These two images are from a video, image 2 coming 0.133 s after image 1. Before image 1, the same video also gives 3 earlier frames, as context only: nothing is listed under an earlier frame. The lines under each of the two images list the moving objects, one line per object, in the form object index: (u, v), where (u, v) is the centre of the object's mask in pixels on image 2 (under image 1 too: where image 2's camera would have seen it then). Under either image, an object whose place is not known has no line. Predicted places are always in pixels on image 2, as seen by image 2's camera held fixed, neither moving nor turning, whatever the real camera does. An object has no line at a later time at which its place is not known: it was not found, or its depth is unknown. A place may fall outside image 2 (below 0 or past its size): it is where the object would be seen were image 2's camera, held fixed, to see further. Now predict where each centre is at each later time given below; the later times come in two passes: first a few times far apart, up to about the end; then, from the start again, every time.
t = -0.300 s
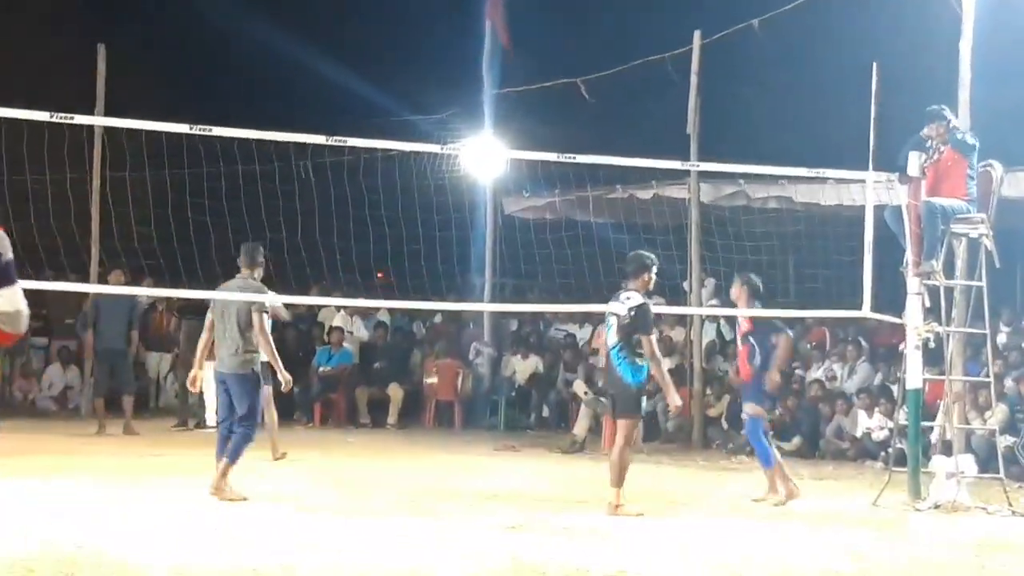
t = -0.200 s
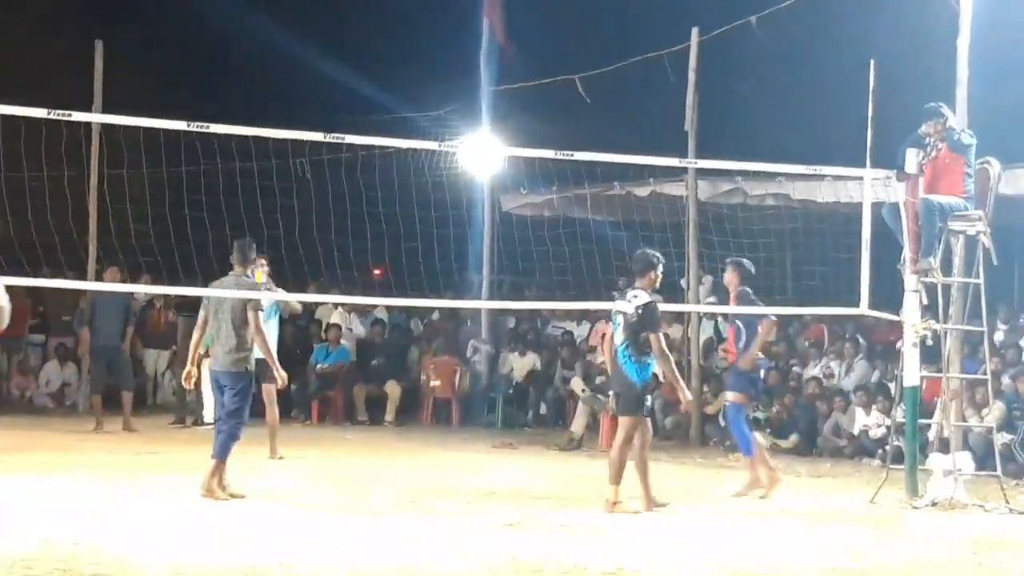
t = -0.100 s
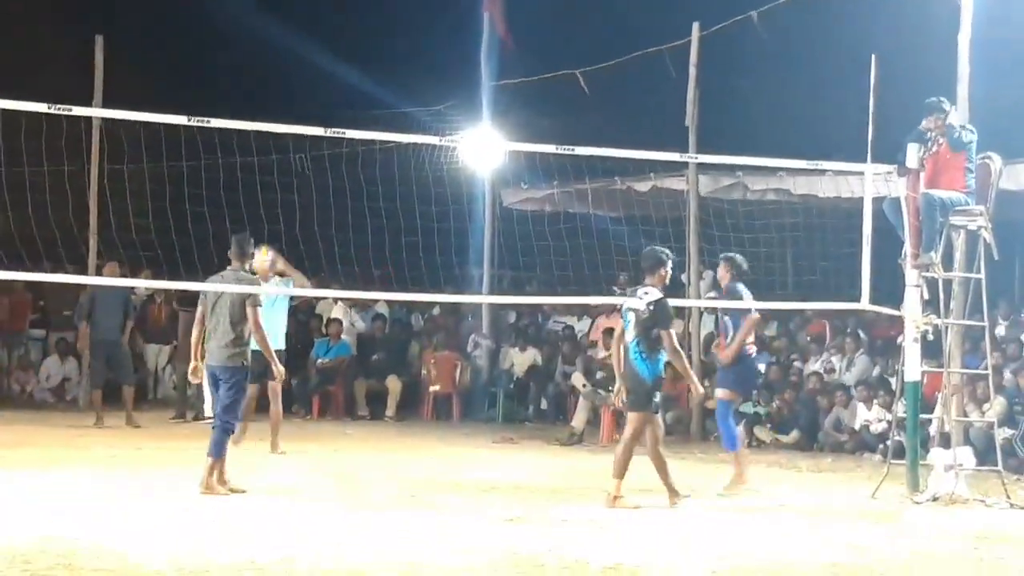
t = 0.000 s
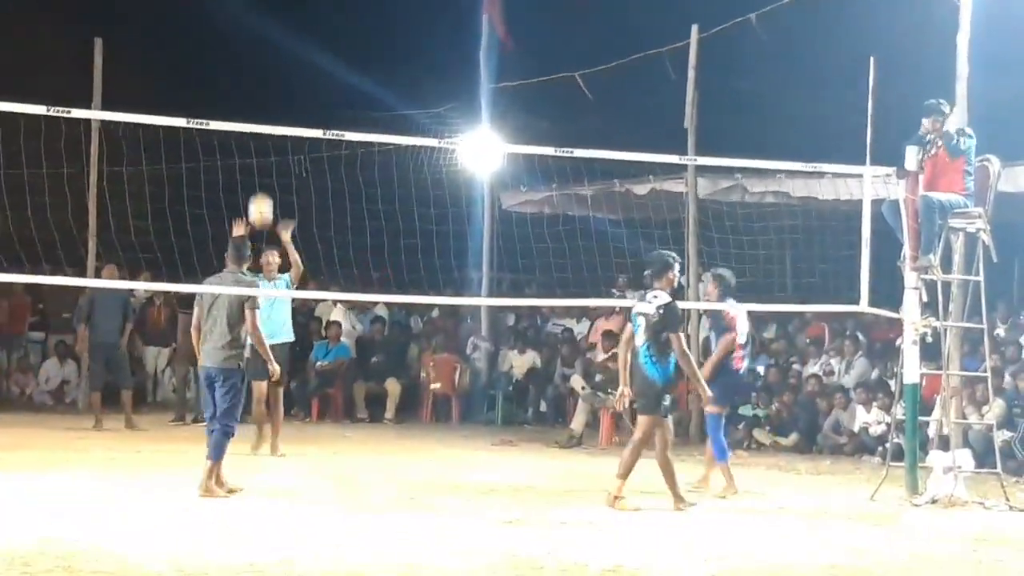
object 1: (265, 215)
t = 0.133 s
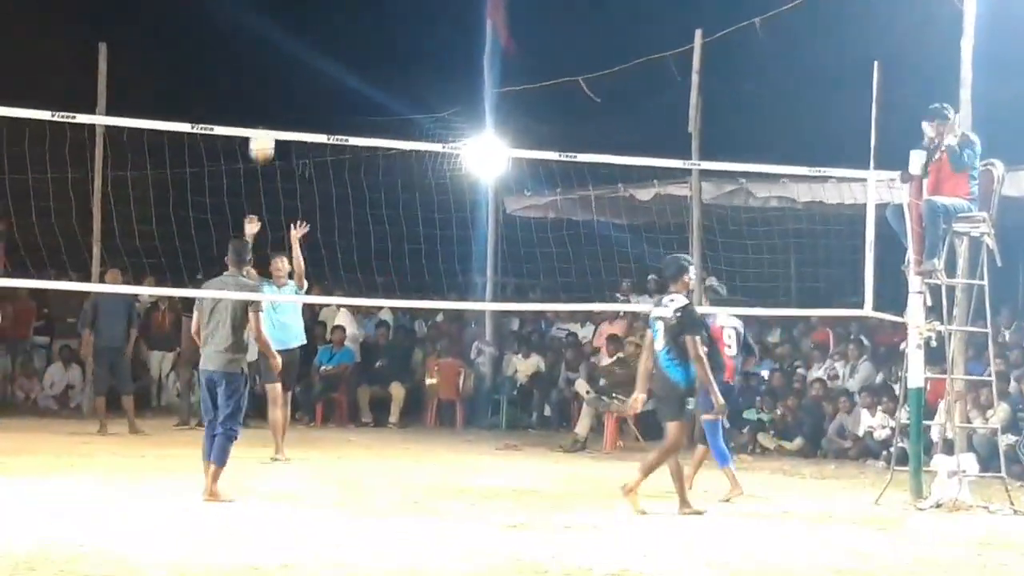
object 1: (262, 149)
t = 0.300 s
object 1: (255, 81)
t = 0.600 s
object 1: (245, 51)
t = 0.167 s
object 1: (261, 130)
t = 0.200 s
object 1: (260, 114)
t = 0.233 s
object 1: (258, 103)
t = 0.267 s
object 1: (257, 92)
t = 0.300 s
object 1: (255, 81)
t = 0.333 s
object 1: (253, 72)
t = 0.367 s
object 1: (253, 65)
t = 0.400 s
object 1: (251, 58)
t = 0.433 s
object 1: (249, 53)
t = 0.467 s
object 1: (249, 50)
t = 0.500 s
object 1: (247, 48)
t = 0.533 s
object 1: (246, 47)
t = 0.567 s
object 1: (246, 48)
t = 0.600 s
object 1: (245, 51)
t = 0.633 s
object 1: (244, 56)
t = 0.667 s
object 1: (244, 61)
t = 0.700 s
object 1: (243, 69)
